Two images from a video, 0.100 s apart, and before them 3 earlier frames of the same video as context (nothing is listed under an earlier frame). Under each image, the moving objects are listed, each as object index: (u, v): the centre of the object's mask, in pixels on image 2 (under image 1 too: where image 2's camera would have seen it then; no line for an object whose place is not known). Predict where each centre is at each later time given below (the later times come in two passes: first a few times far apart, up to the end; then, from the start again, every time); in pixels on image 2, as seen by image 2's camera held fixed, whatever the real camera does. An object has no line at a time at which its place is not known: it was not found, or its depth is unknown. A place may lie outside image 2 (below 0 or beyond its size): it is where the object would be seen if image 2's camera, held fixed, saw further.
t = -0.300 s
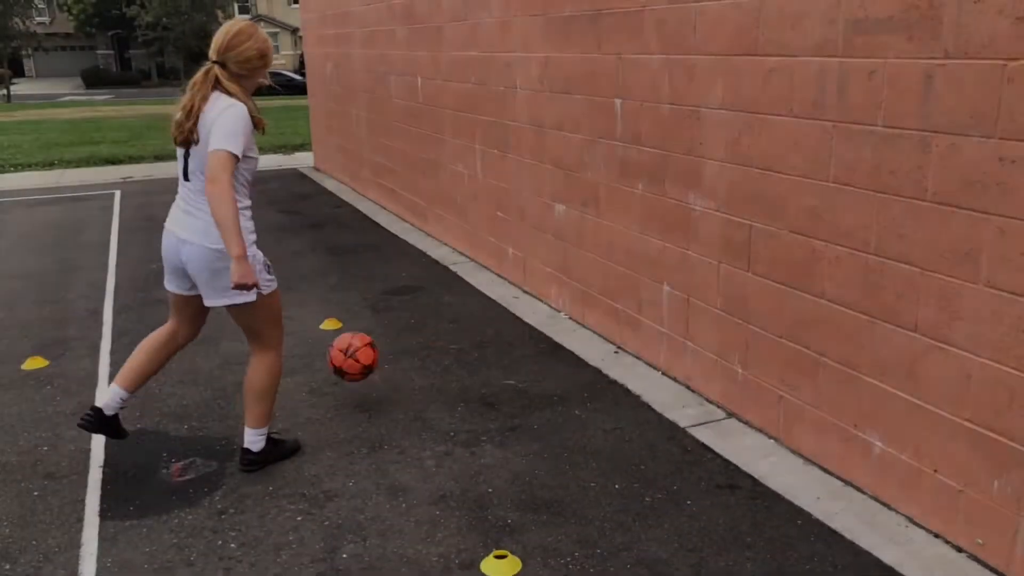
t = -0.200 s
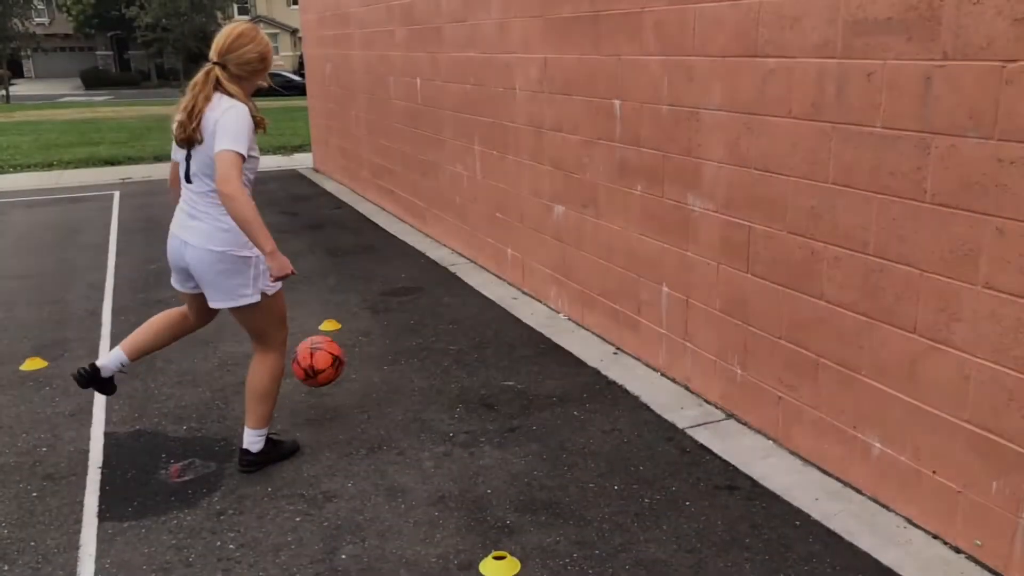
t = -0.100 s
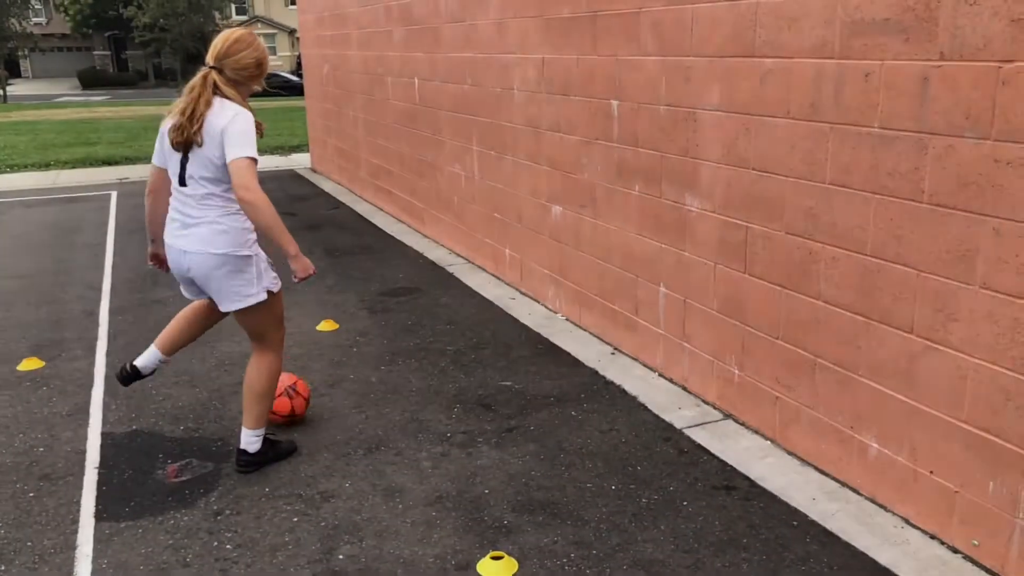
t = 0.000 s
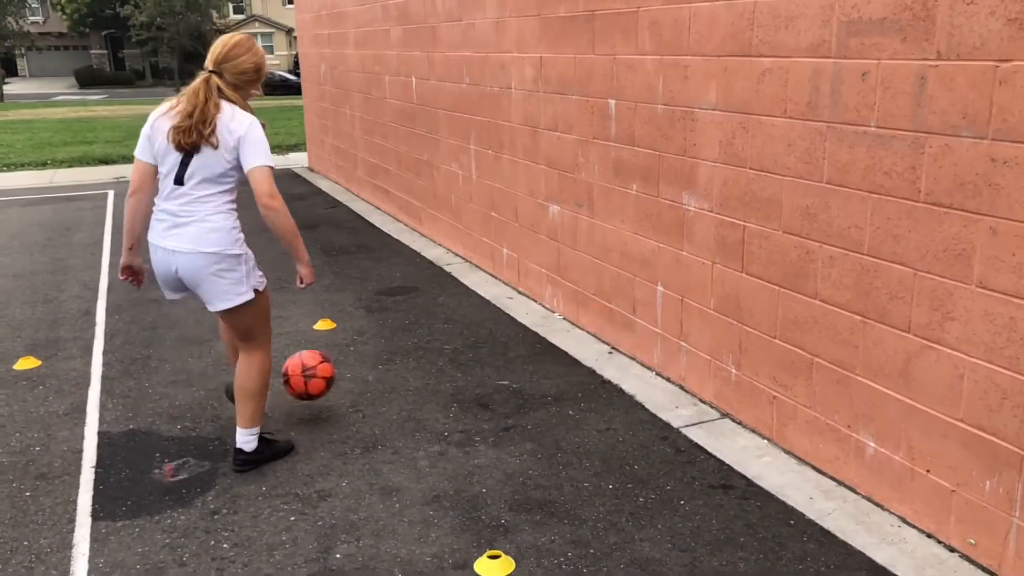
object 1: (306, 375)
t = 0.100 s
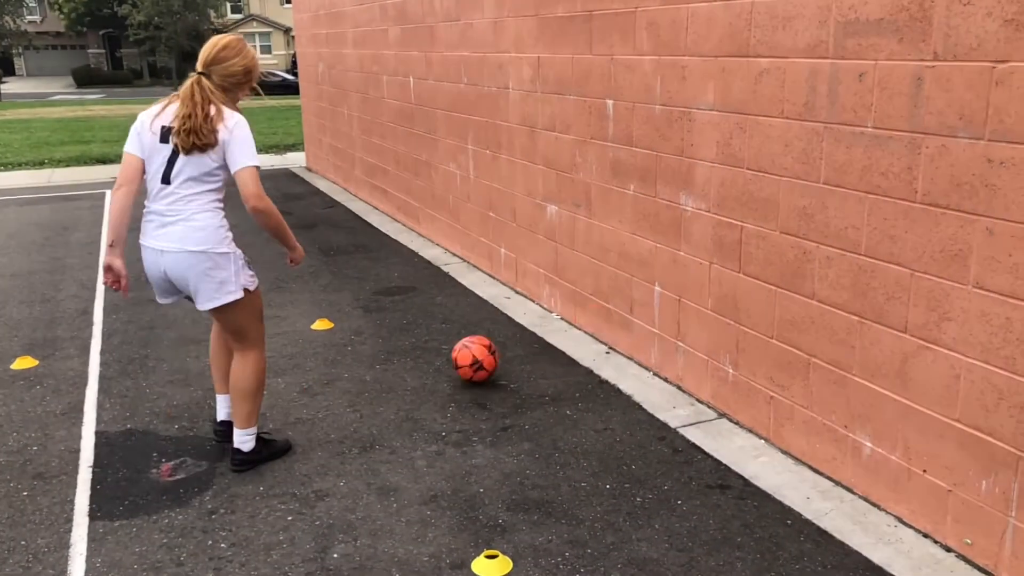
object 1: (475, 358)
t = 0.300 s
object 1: (532, 342)
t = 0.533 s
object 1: (347, 382)
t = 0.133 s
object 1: (516, 344)
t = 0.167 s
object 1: (556, 334)
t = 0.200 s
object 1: (595, 327)
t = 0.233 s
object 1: (594, 327)
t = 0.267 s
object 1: (563, 333)
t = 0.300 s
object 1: (532, 342)
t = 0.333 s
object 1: (500, 356)
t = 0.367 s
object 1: (473, 358)
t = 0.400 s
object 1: (448, 359)
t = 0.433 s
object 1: (422, 364)
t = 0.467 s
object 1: (396, 372)
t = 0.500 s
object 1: (370, 383)
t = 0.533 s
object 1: (347, 382)
